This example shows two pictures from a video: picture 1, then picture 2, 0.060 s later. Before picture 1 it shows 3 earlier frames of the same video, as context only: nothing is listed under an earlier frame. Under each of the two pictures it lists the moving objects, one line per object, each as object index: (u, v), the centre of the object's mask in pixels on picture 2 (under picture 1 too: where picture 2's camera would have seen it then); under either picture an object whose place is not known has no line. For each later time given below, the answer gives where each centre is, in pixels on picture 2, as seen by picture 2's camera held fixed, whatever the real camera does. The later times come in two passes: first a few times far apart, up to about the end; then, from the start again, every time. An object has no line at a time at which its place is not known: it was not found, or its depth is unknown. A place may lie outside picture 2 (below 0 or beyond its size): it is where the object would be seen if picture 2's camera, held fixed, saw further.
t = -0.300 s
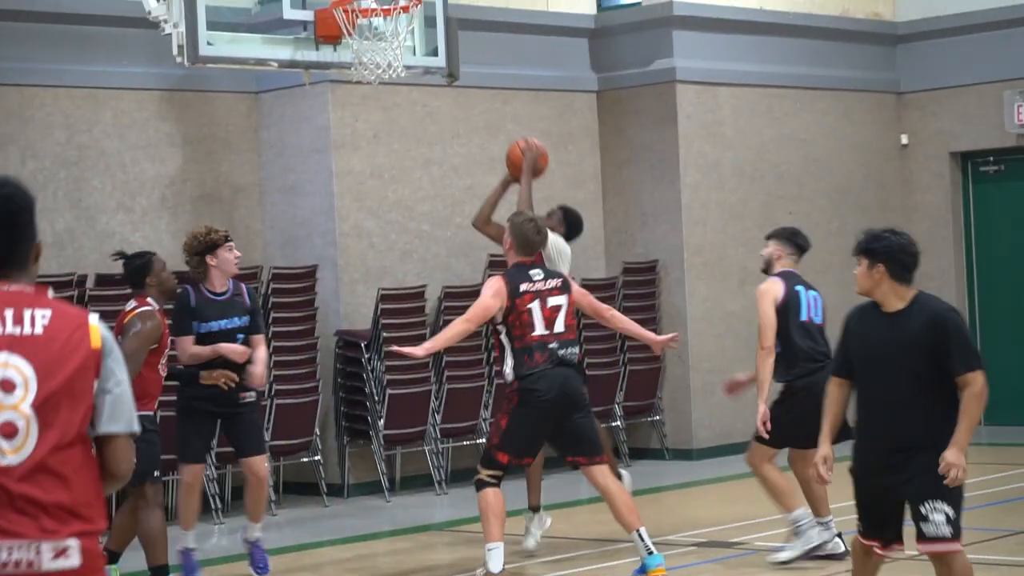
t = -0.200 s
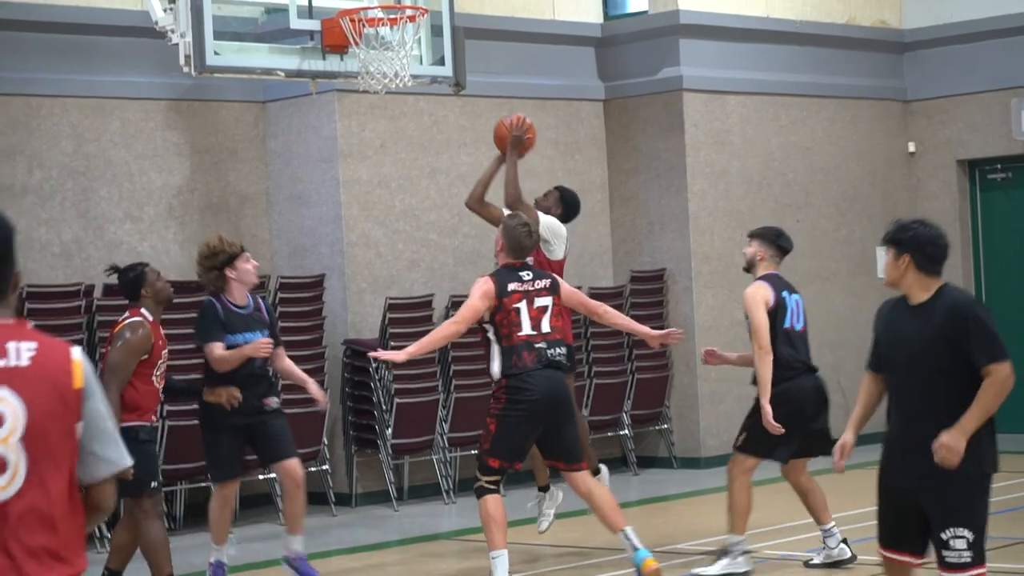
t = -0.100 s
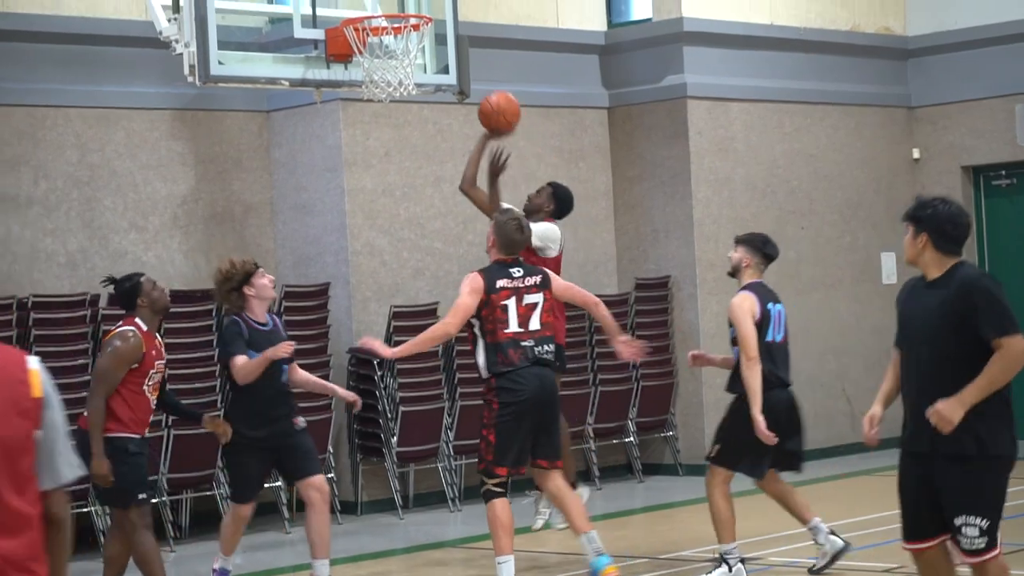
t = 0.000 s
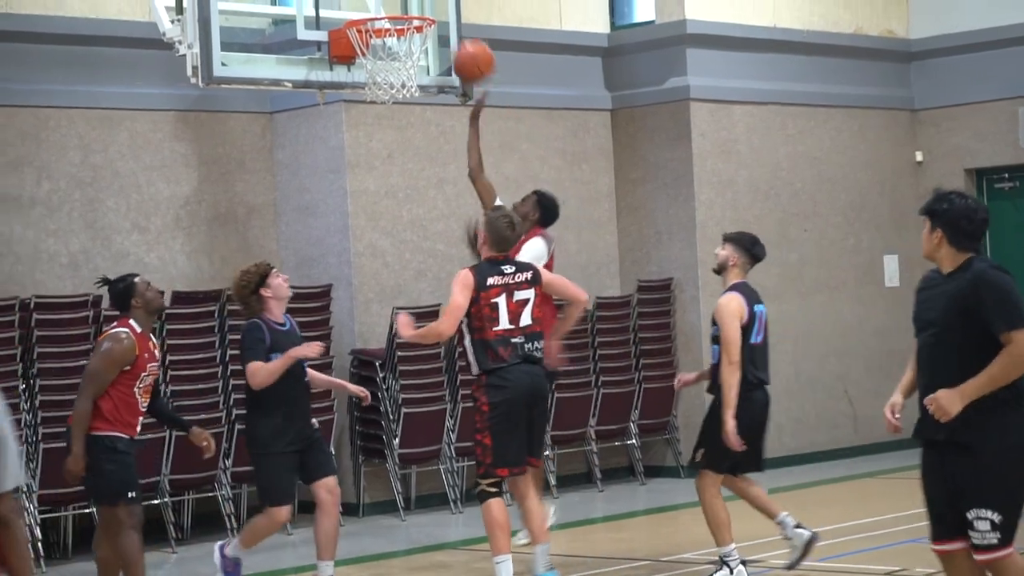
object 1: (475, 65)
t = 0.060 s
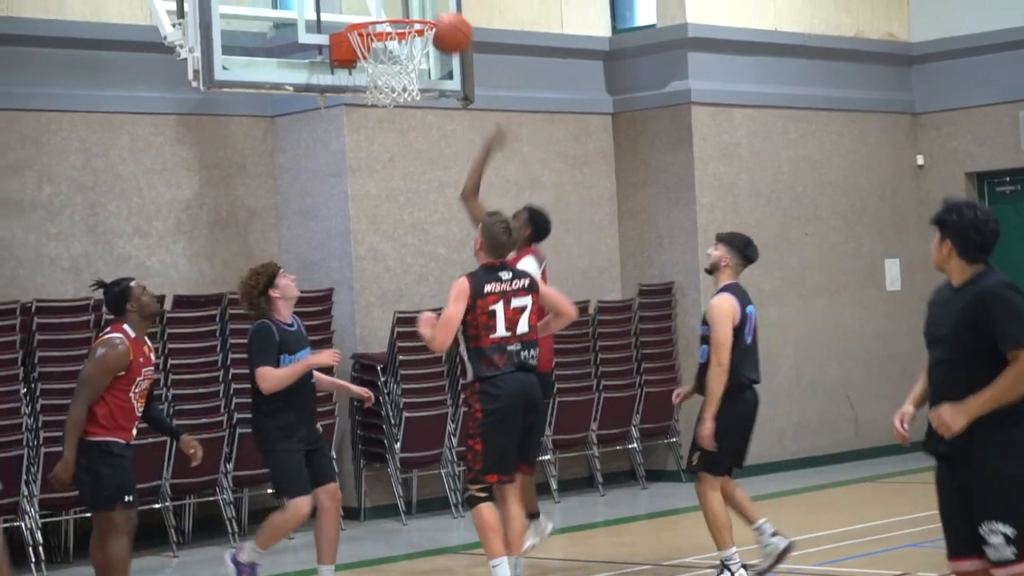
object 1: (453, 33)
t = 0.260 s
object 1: (398, -25)
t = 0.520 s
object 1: (383, 23)
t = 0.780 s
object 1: (393, 117)
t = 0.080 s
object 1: (446, 23)
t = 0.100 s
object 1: (438, 12)
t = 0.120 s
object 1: (429, 7)
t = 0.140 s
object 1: (420, 2)
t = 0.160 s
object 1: (413, -6)
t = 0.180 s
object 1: (406, -13)
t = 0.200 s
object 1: (403, -17)
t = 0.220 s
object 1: (402, -21)
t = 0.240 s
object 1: (400, -23)
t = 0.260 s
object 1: (398, -25)
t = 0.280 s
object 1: (396, -26)
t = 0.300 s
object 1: (395, -25)
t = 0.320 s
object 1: (394, -24)
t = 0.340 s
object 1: (392, -23)
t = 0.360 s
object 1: (391, -21)
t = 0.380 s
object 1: (390, -17)
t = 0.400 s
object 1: (388, -13)
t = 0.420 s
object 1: (387, -9)
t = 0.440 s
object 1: (386, -4)
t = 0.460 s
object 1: (384, 1)
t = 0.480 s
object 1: (383, 5)
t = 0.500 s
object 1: (381, 9)
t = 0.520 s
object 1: (383, 23)
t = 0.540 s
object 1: (381, 35)
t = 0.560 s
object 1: (380, 45)
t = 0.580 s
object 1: (379, 53)
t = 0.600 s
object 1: (378, 63)
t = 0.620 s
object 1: (378, 67)
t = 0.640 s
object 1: (385, 86)
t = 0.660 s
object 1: (386, 86)
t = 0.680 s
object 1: (386, 87)
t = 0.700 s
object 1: (386, 90)
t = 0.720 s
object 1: (387, 94)
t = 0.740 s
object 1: (388, 100)
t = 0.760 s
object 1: (391, 108)
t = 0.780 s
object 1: (393, 117)
